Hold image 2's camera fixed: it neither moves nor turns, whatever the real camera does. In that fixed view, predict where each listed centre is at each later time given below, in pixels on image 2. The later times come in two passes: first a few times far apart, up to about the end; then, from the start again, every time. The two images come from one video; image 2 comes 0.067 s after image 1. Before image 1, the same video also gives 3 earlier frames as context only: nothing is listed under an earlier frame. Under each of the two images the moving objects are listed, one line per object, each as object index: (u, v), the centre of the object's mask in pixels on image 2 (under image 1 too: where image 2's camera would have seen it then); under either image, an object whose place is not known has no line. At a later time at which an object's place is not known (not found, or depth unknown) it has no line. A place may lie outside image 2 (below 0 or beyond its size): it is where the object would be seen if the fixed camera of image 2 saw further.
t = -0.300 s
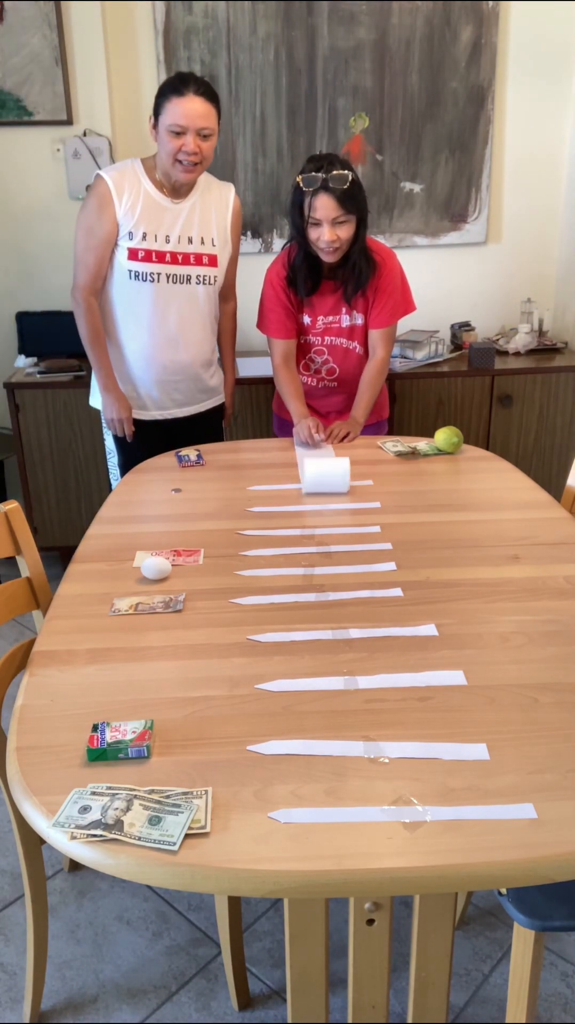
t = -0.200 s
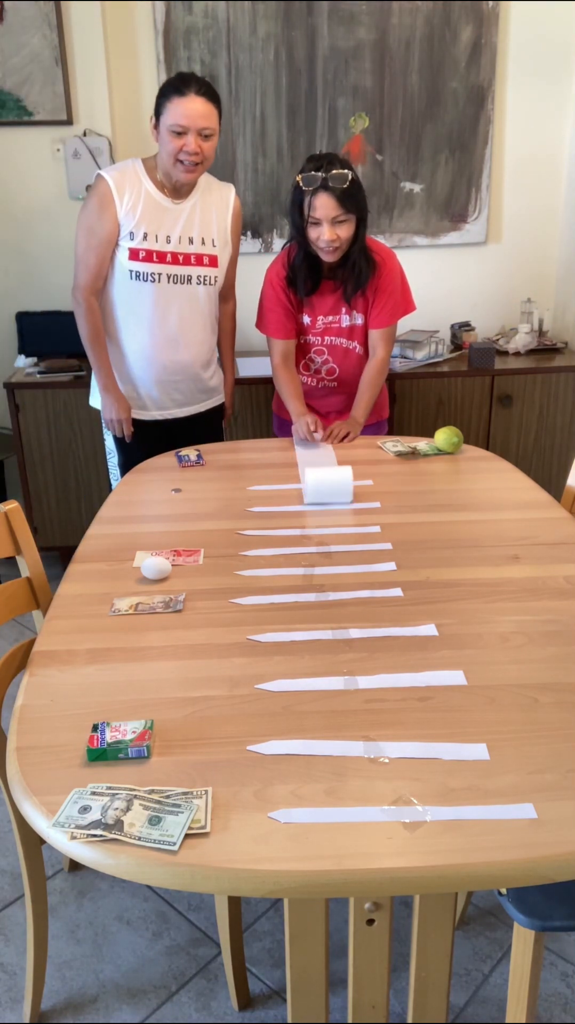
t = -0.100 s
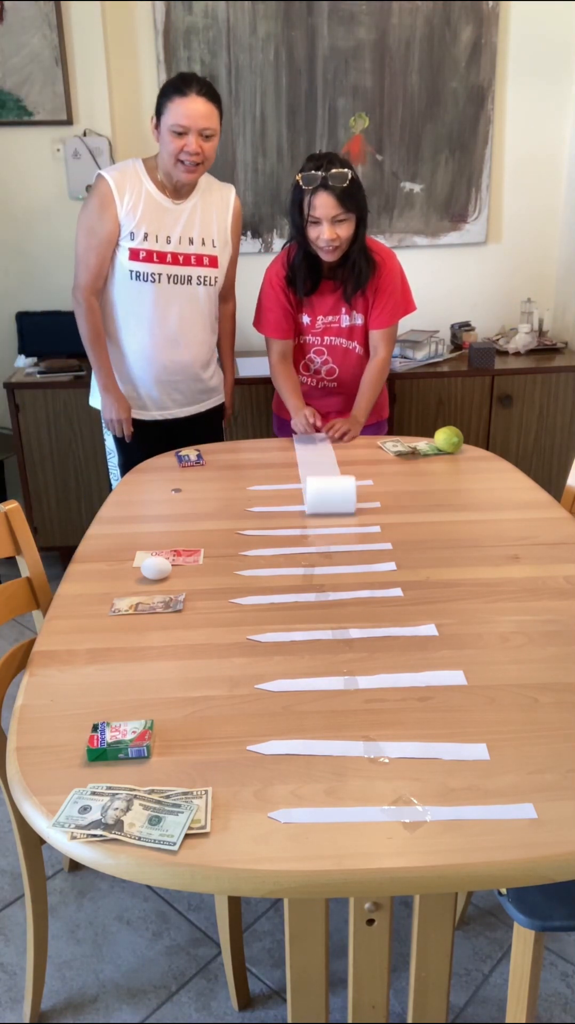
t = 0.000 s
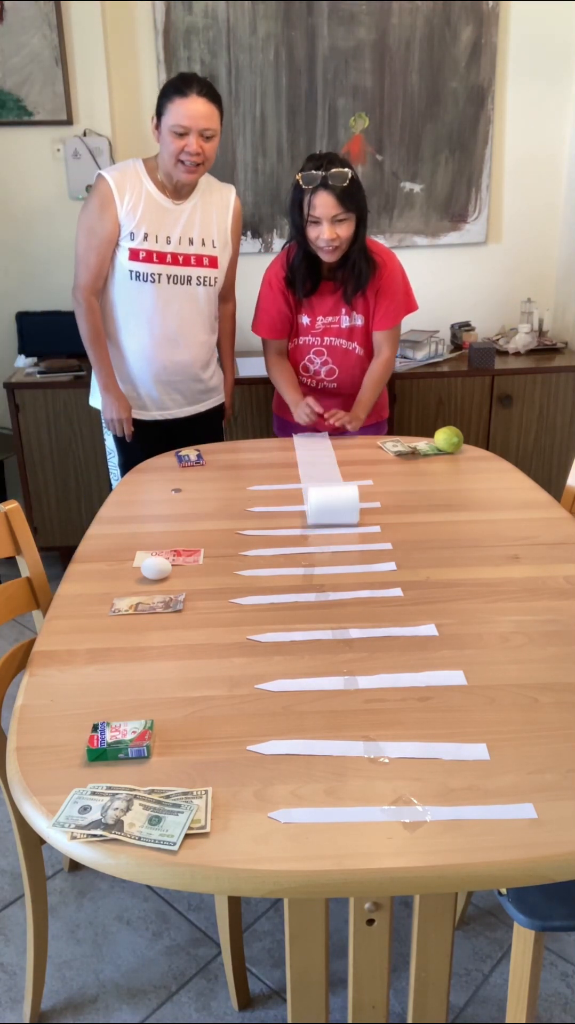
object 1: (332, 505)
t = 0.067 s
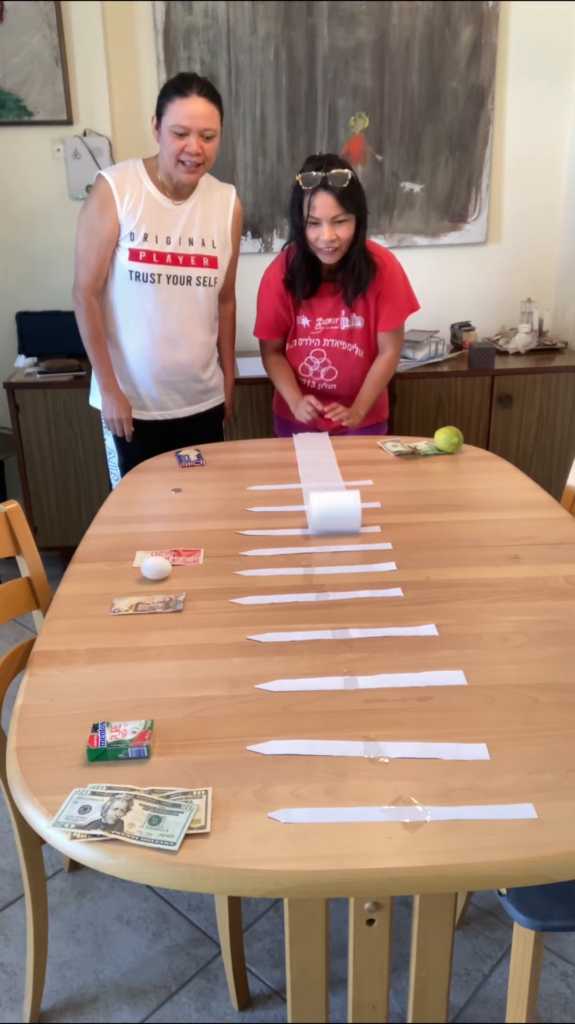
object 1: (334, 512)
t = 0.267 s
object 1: (340, 534)
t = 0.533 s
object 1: (348, 565)
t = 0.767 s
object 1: (355, 595)
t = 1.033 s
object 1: (364, 633)
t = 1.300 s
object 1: (375, 673)
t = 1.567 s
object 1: (386, 715)
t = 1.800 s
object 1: (395, 754)
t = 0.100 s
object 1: (335, 515)
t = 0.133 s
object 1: (337, 519)
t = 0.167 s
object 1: (337, 523)
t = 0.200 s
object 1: (338, 527)
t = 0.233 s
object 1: (339, 530)
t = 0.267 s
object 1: (340, 534)
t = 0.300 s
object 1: (341, 537)
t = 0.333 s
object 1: (341, 542)
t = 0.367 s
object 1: (343, 547)
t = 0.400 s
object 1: (344, 549)
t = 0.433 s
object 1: (345, 552)
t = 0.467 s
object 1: (345, 557)
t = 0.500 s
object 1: (347, 561)
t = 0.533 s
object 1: (348, 565)
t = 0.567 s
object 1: (348, 569)
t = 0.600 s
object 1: (350, 573)
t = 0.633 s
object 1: (351, 577)
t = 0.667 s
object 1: (352, 582)
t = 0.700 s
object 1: (353, 586)
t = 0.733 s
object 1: (354, 591)
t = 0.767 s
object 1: (355, 595)
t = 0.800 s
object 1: (356, 599)
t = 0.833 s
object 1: (357, 604)
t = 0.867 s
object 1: (359, 610)
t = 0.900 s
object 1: (360, 614)
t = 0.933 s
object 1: (361, 617)
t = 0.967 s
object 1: (362, 622)
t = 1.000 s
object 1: (363, 627)
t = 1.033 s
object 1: (364, 633)
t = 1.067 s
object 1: (365, 637)
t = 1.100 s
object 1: (367, 642)
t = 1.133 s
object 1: (368, 646)
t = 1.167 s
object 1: (371, 654)
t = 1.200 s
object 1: (371, 657)
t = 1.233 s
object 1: (372, 662)
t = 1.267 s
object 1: (374, 668)
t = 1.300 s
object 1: (375, 673)
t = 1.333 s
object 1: (376, 679)
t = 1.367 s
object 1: (377, 683)
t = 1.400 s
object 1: (379, 688)
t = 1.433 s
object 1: (380, 694)
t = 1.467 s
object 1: (381, 701)
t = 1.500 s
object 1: (383, 706)
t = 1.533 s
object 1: (384, 709)
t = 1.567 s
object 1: (386, 715)
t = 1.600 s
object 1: (387, 720)
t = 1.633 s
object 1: (388, 726)
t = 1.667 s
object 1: (389, 732)
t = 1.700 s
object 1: (391, 739)
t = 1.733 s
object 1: (392, 744)
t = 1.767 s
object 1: (393, 749)
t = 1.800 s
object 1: (395, 754)
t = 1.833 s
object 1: (397, 760)
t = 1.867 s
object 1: (399, 766)
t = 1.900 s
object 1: (400, 772)
